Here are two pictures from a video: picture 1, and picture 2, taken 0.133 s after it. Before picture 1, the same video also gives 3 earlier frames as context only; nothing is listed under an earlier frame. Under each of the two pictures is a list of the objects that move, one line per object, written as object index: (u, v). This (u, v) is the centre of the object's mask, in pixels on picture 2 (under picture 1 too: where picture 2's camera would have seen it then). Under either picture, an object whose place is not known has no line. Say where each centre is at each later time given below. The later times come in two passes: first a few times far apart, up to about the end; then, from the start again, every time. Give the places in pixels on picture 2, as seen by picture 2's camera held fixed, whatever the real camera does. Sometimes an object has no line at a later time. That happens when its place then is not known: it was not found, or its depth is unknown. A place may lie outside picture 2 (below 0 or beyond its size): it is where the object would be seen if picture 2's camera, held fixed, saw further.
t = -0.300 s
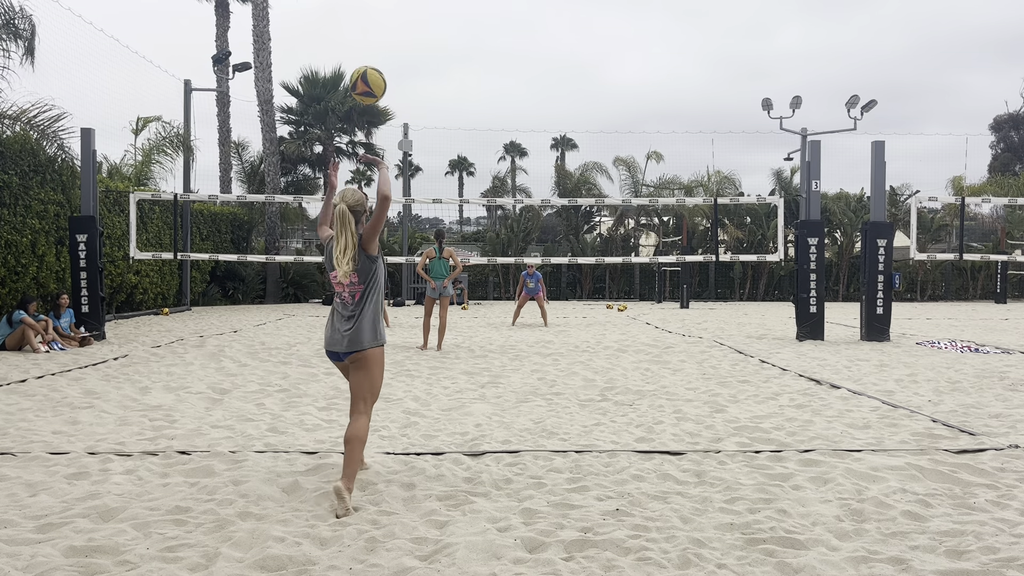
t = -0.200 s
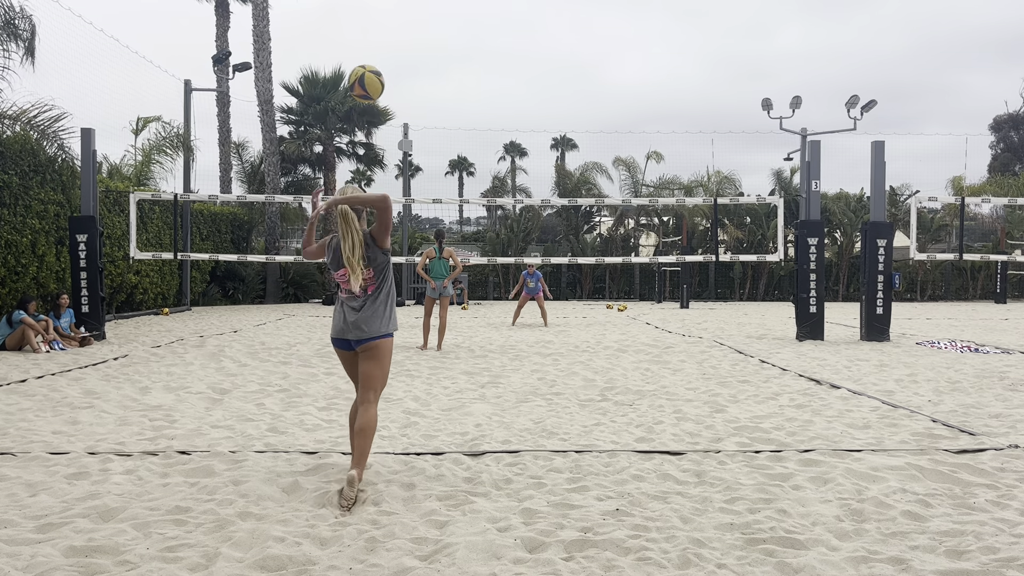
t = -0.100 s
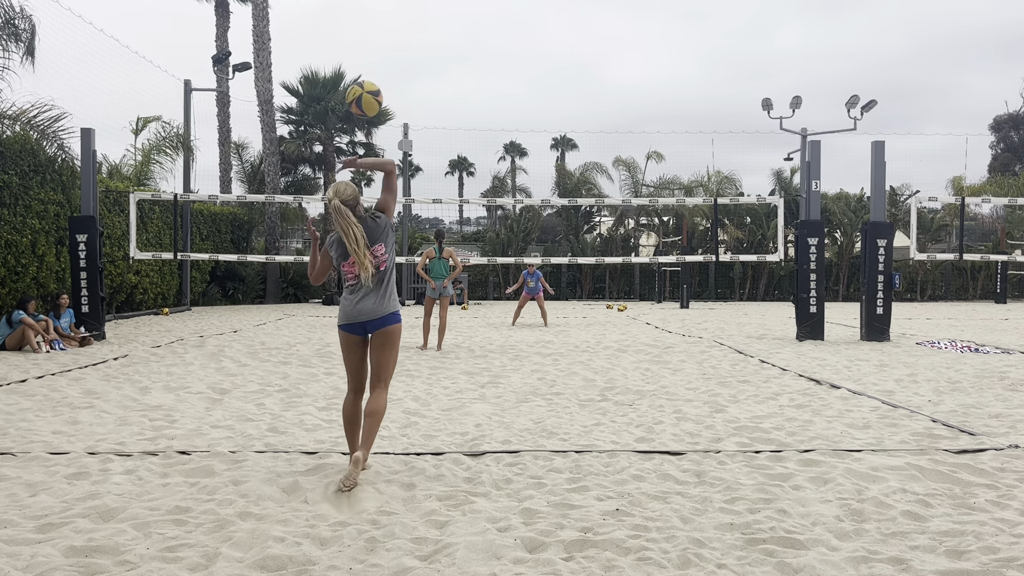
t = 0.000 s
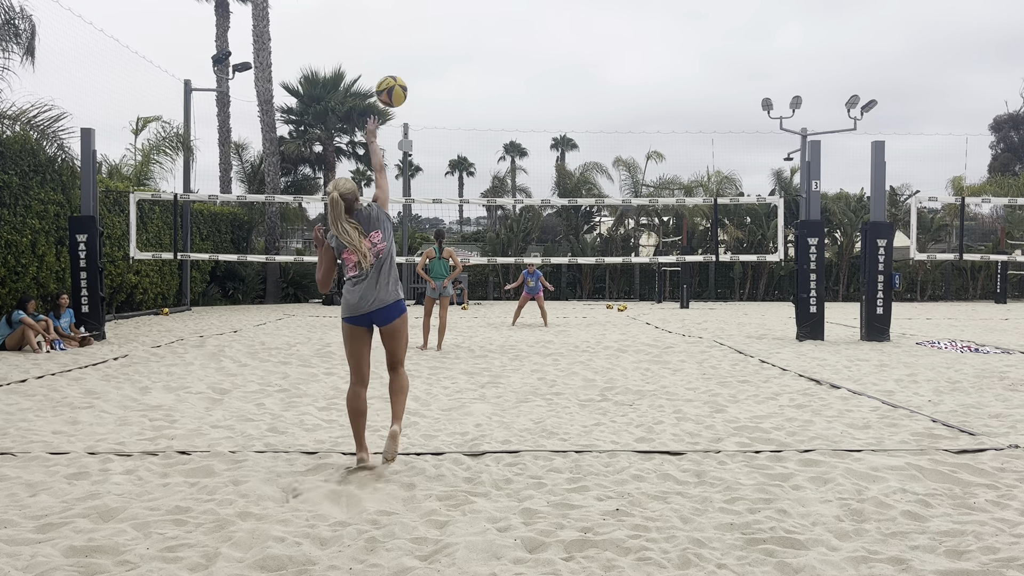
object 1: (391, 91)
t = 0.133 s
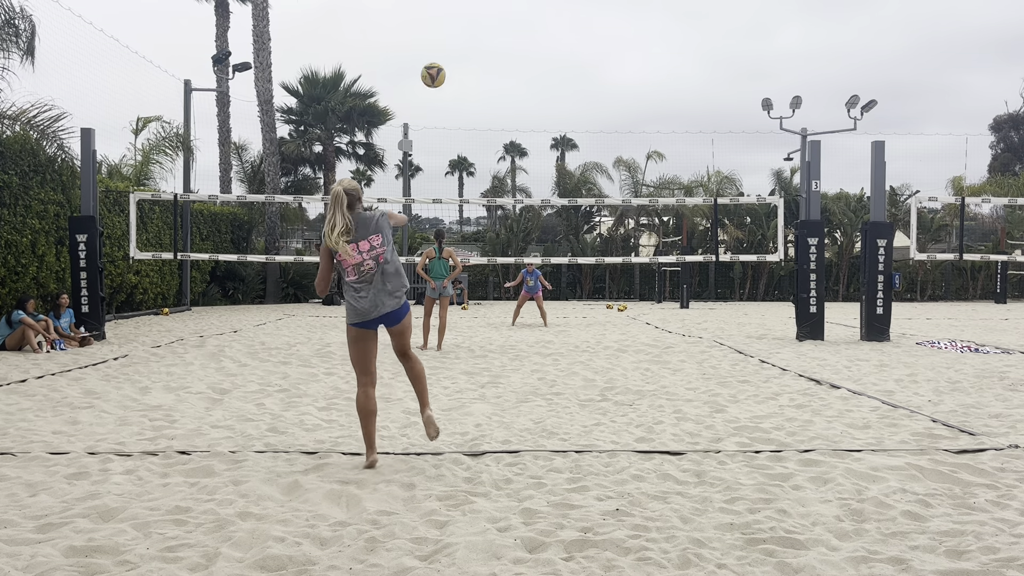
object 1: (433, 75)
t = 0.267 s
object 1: (461, 78)
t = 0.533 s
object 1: (491, 118)
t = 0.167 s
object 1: (441, 75)
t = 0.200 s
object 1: (448, 75)
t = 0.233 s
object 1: (455, 76)
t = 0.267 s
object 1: (461, 78)
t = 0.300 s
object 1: (466, 81)
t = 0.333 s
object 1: (471, 84)
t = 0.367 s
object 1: (475, 88)
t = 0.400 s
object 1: (479, 93)
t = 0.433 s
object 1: (482, 98)
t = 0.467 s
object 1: (485, 104)
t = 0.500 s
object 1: (488, 111)
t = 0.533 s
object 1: (491, 118)
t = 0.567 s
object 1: (494, 125)
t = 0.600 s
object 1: (496, 132)
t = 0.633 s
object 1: (498, 140)
